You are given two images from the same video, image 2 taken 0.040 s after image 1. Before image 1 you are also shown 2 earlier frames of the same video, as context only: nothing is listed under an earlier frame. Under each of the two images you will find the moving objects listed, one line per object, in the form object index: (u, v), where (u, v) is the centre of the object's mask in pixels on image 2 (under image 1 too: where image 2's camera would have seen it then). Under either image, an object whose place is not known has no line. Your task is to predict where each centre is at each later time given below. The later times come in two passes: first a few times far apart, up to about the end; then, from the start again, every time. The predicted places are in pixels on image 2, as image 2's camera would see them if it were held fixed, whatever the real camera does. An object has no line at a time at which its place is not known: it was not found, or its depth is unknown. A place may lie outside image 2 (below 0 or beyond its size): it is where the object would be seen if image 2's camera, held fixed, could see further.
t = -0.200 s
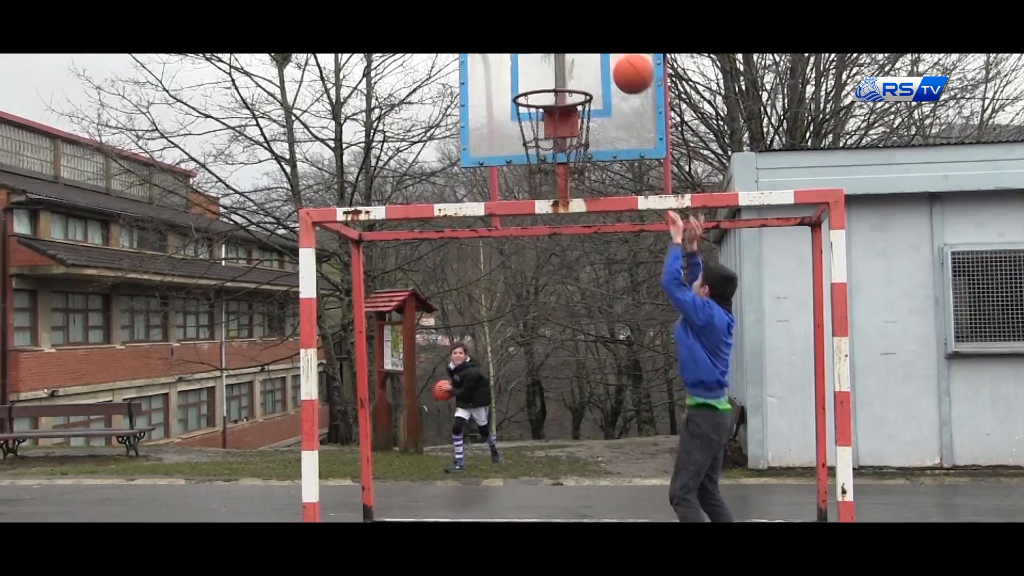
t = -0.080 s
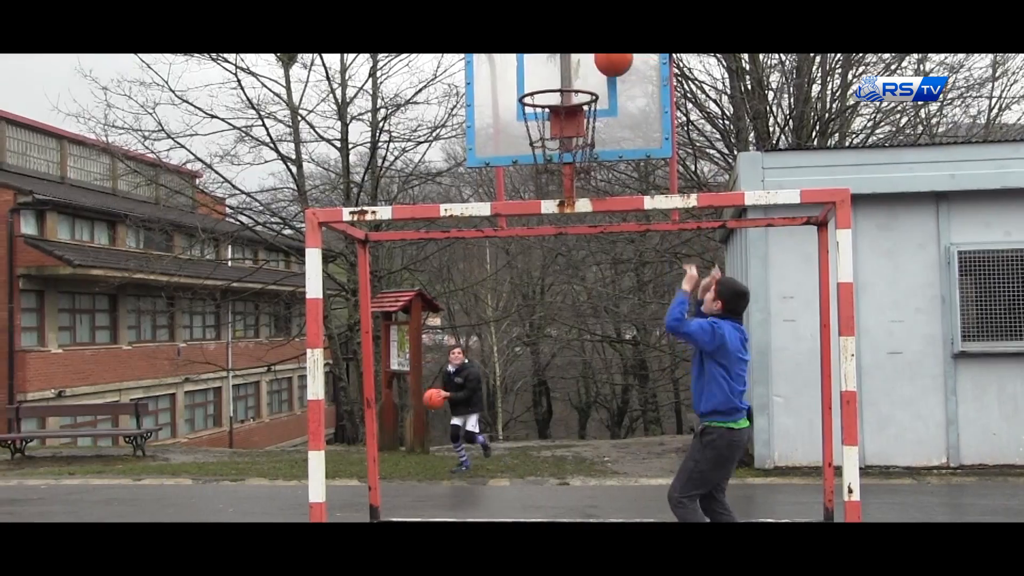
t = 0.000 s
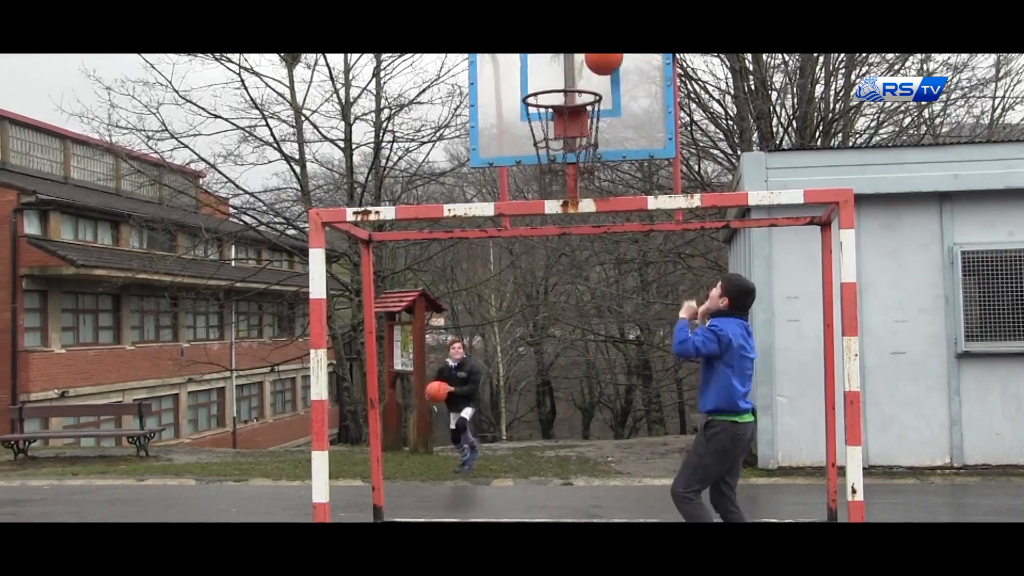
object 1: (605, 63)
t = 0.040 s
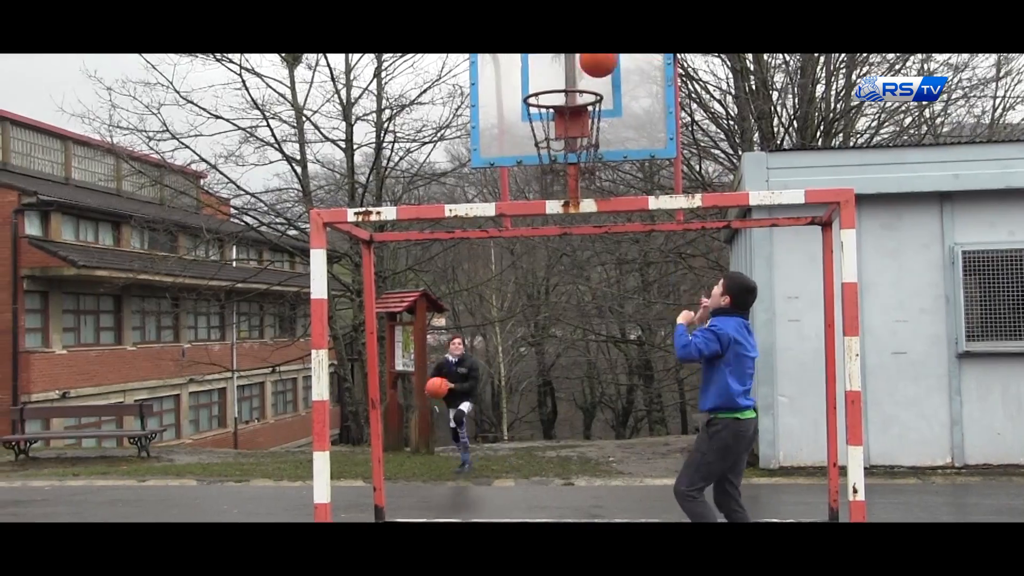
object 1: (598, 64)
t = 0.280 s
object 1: (560, 124)
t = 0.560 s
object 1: (556, 181)
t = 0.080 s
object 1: (591, 67)
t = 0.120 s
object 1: (584, 71)
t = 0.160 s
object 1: (578, 80)
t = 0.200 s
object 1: (571, 95)
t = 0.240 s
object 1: (565, 112)
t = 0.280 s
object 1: (560, 124)
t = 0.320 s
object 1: (559, 133)
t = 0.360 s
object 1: (557, 140)
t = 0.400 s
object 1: (556, 147)
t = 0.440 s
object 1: (556, 155)
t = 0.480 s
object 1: (554, 163)
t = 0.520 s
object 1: (553, 171)
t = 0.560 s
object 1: (556, 181)
